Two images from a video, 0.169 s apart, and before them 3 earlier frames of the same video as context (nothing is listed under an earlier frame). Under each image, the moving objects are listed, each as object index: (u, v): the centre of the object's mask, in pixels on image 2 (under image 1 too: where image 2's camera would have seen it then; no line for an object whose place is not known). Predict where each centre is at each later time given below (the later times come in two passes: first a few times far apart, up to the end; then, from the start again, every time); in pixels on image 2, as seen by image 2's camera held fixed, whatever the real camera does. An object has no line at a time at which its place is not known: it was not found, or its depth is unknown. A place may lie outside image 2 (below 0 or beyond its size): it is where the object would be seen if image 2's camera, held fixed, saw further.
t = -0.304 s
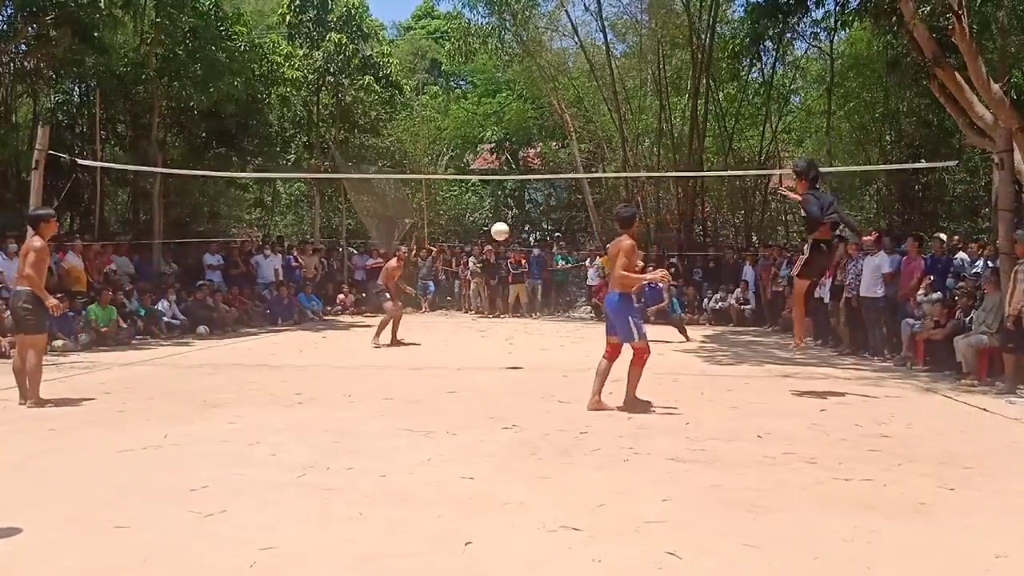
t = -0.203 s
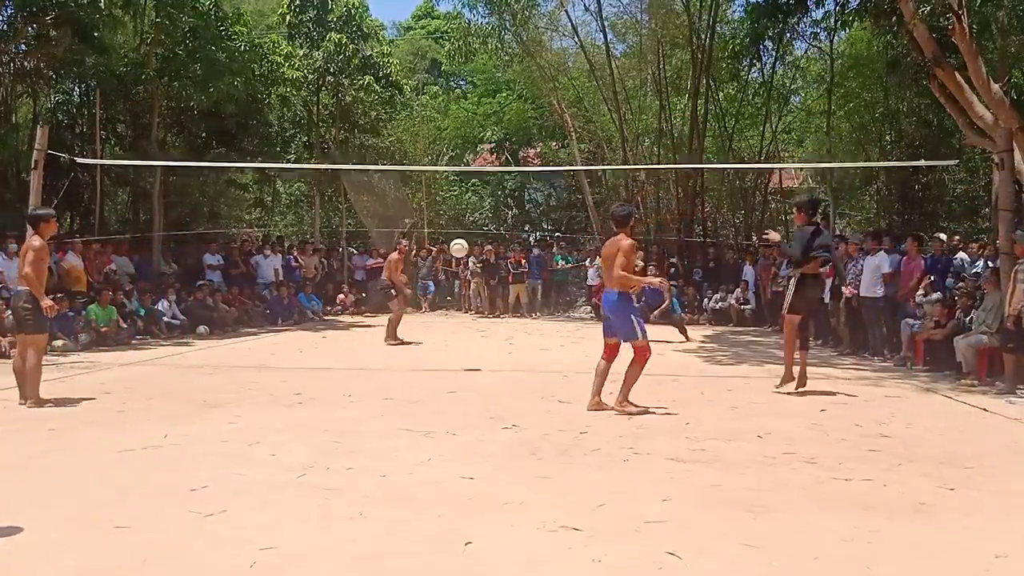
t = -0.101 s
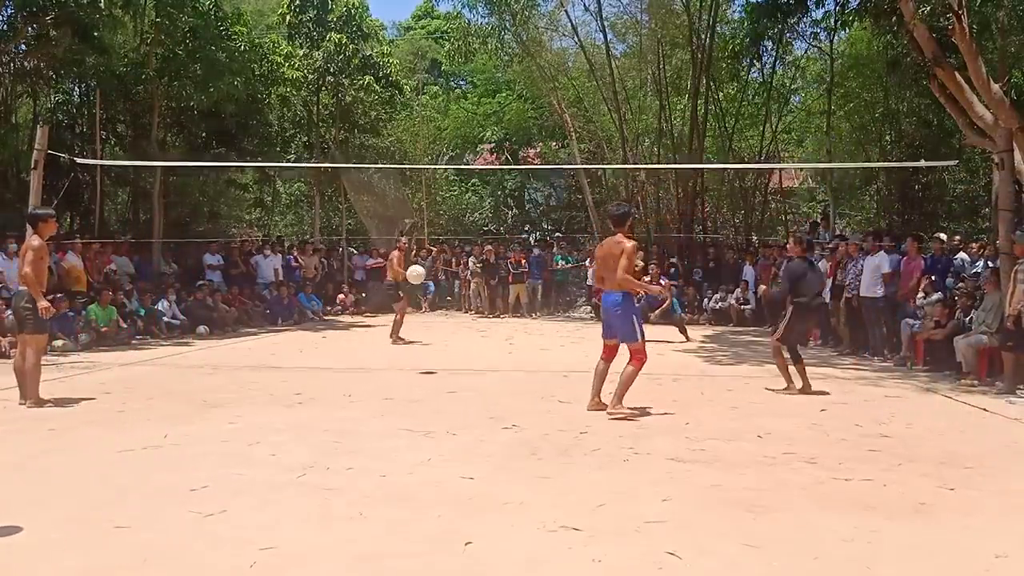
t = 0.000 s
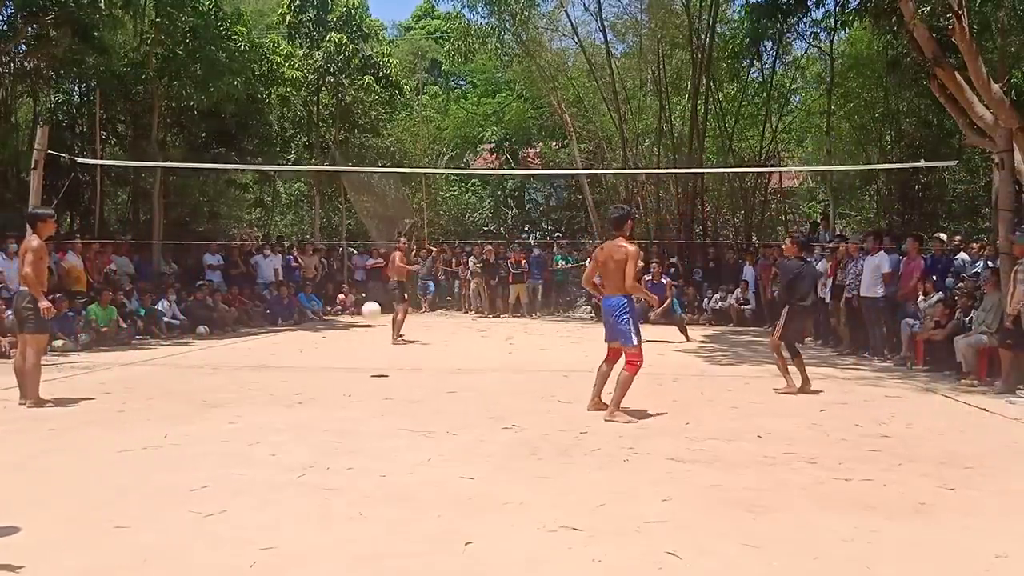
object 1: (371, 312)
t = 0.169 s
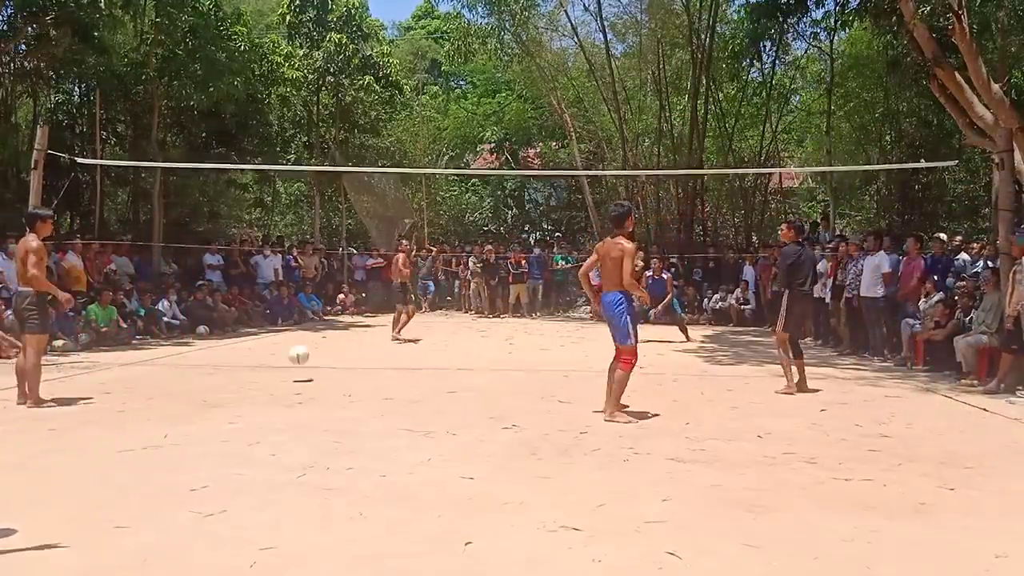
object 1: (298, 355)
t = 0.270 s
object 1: (263, 319)
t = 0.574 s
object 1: (143, 260)
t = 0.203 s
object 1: (287, 342)
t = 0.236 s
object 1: (275, 329)
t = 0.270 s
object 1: (263, 319)
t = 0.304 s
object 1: (251, 308)
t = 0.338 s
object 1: (238, 298)
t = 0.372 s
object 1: (225, 290)
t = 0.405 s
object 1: (212, 282)
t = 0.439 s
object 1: (199, 276)
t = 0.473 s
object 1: (185, 270)
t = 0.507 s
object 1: (172, 265)
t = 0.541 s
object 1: (158, 262)
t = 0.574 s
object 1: (143, 260)
